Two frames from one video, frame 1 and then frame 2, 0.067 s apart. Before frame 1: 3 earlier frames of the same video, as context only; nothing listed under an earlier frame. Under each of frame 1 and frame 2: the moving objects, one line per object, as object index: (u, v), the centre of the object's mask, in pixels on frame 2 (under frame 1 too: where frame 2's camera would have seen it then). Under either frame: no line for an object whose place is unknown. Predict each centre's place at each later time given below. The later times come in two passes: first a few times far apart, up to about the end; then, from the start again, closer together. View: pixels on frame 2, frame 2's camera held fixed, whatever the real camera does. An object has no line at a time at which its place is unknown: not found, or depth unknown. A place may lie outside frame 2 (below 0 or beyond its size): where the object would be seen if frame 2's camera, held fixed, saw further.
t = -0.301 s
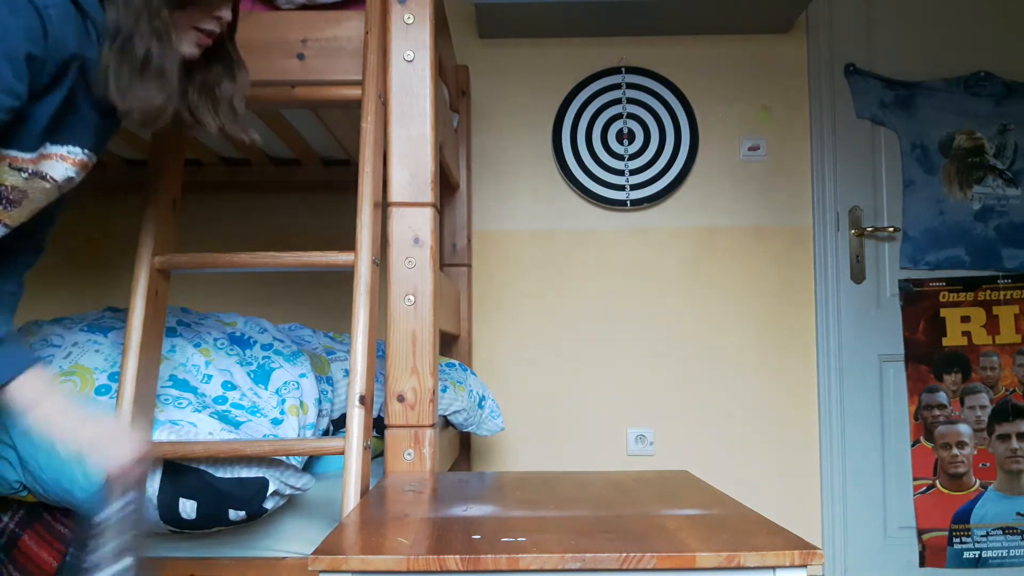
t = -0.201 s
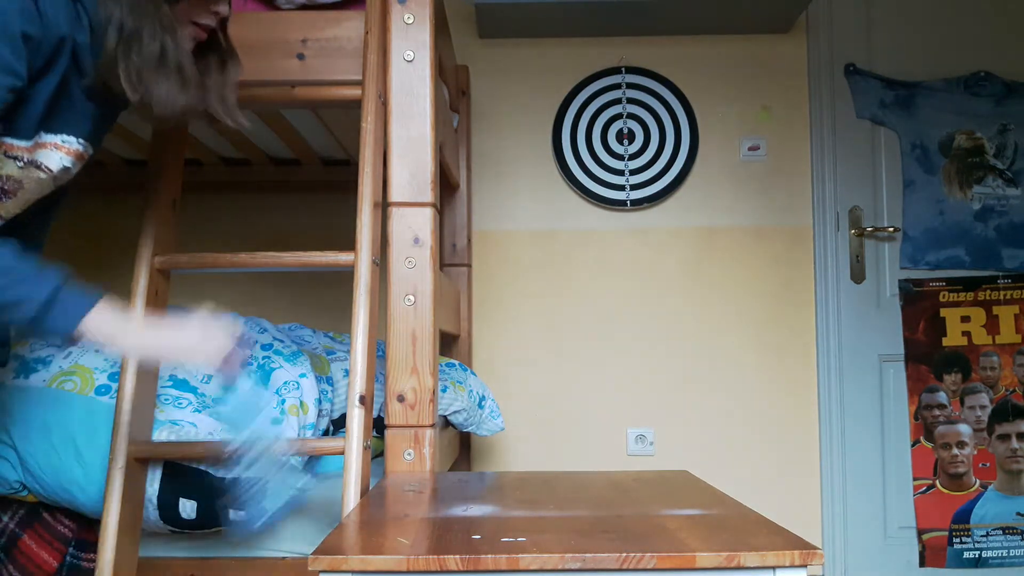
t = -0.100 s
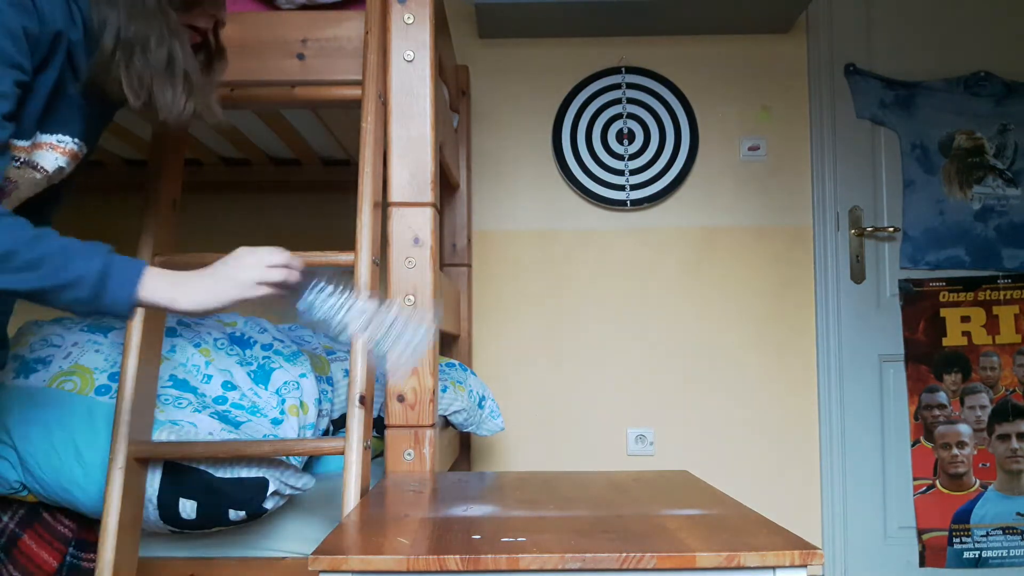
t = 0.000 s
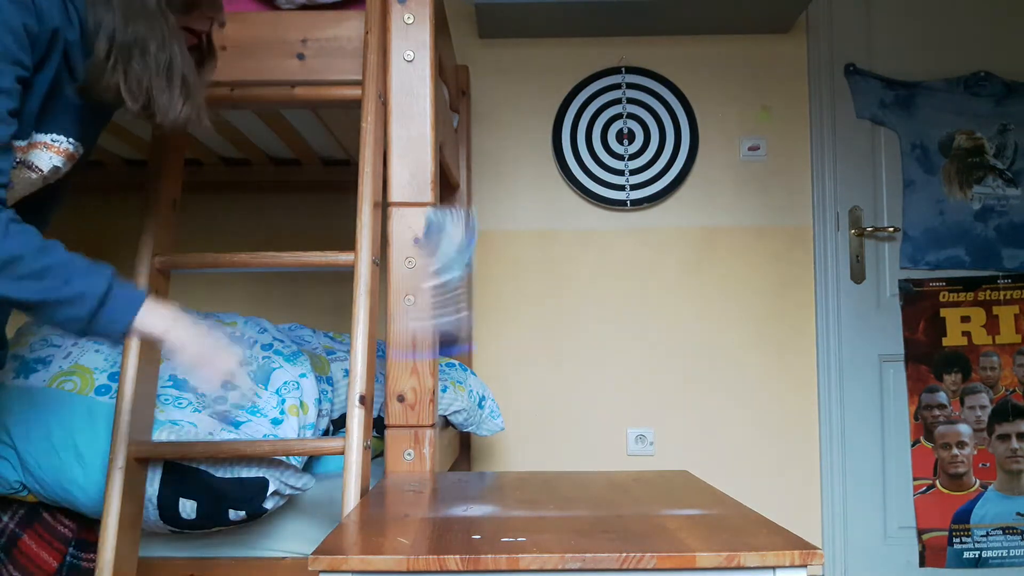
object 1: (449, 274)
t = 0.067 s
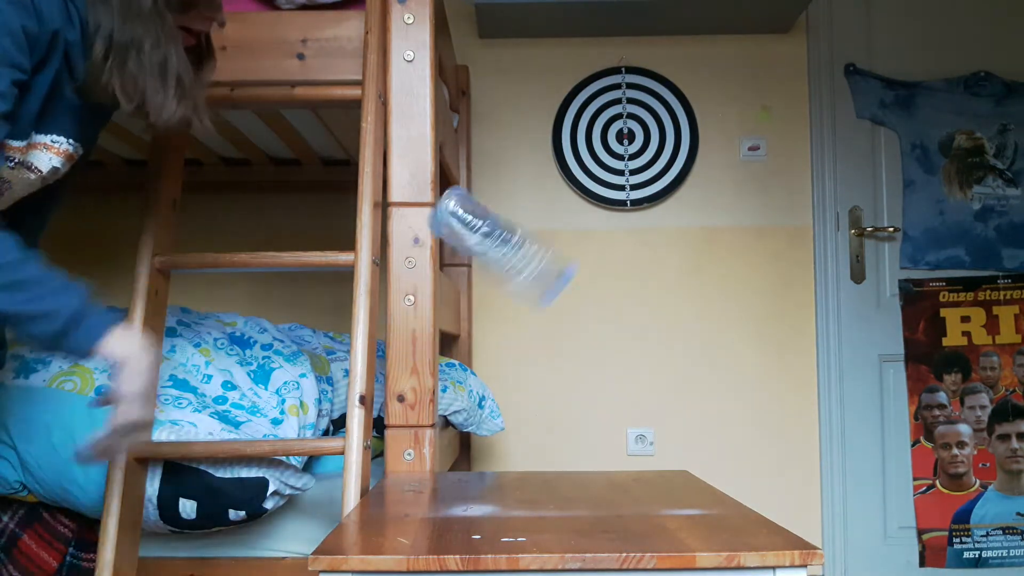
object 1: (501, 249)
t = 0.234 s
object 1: (543, 323)
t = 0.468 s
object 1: (593, 438)
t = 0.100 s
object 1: (507, 236)
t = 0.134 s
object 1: (514, 242)
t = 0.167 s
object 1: (523, 259)
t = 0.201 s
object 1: (533, 285)
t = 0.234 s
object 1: (543, 323)
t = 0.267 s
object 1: (553, 377)
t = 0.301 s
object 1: (565, 431)
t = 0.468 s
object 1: (593, 438)
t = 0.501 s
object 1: (599, 438)
